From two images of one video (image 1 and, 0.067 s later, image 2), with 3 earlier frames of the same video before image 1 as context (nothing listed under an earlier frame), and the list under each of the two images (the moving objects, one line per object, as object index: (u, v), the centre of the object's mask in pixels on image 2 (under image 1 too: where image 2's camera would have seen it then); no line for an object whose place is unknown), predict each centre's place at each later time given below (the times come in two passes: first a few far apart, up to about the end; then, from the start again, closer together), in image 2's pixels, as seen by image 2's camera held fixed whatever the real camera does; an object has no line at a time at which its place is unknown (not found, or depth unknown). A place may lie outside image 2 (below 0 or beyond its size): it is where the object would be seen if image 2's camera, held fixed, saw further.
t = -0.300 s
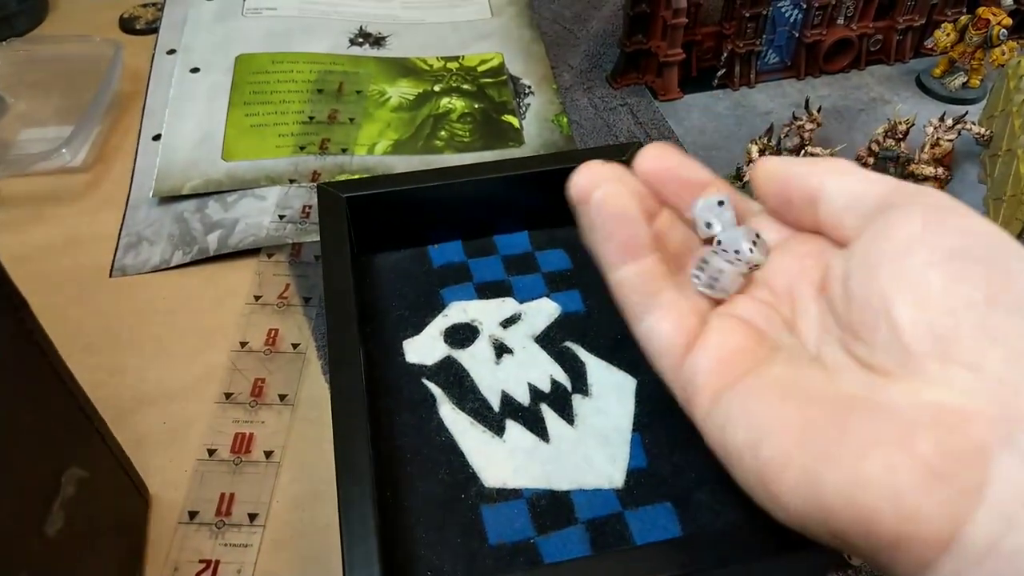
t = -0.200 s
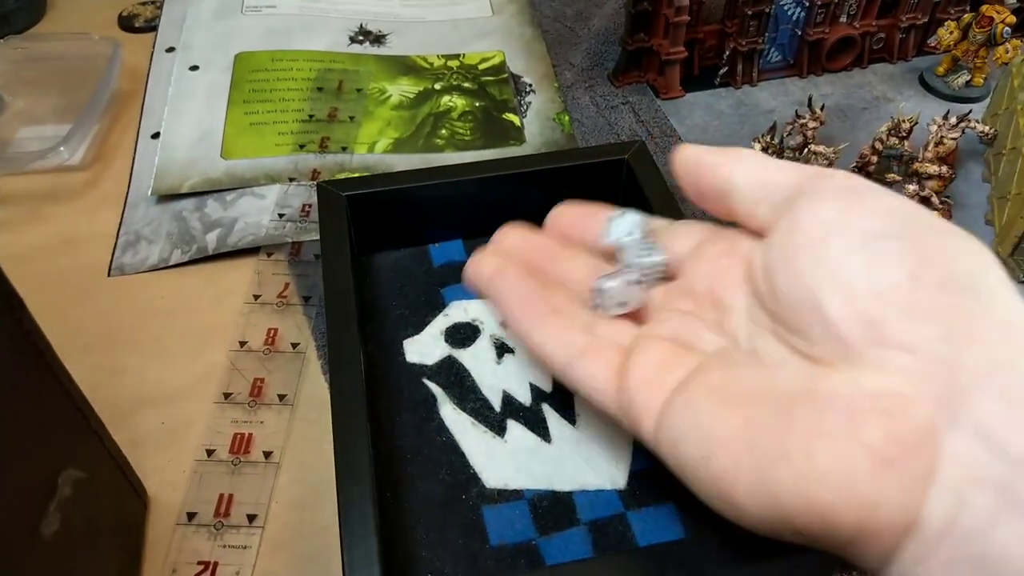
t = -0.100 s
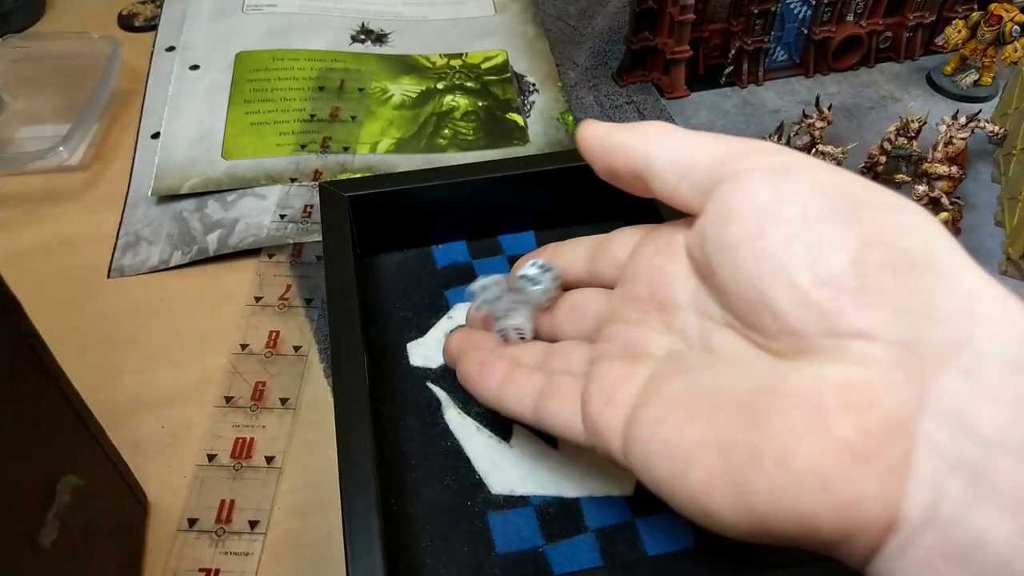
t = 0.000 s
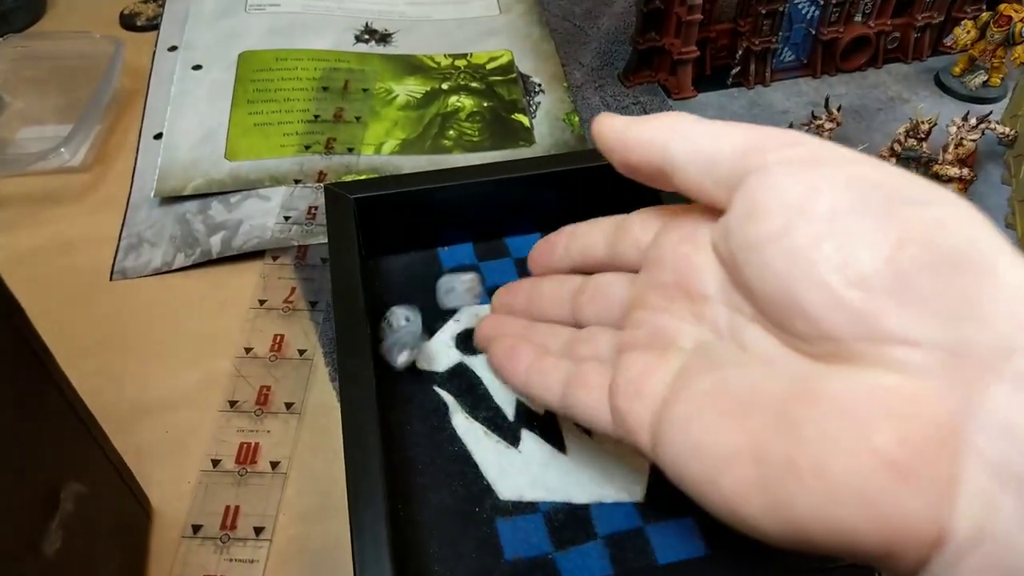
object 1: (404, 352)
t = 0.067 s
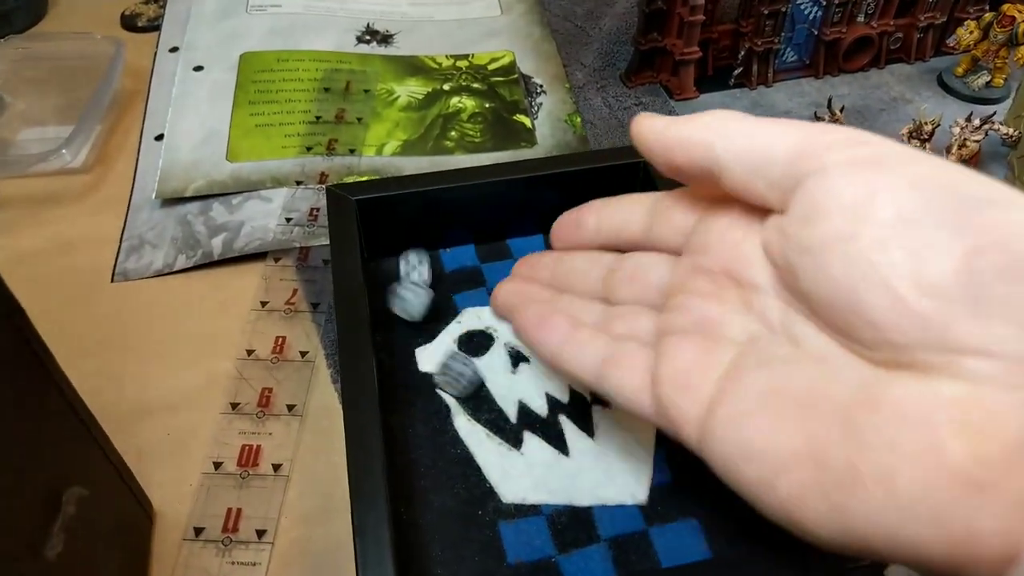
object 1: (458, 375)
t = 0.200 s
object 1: (525, 426)
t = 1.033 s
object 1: (541, 516)
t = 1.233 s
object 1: (541, 516)
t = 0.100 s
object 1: (487, 385)
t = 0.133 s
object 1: (502, 396)
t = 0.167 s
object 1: (516, 418)
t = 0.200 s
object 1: (525, 426)
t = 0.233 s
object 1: (531, 441)
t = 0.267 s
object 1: (532, 456)
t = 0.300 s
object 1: (528, 470)
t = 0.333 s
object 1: (529, 483)
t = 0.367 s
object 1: (533, 495)
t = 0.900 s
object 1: (541, 515)
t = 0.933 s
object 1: (541, 516)
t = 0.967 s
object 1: (541, 516)
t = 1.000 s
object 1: (541, 516)
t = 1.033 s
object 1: (541, 516)
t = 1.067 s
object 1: (541, 516)
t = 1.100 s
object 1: (541, 516)
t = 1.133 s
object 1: (541, 516)
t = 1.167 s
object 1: (541, 516)
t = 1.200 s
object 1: (541, 516)
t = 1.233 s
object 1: (541, 516)
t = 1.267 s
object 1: (541, 516)
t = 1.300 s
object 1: (541, 516)
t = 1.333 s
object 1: (541, 516)
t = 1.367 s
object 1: (541, 516)
